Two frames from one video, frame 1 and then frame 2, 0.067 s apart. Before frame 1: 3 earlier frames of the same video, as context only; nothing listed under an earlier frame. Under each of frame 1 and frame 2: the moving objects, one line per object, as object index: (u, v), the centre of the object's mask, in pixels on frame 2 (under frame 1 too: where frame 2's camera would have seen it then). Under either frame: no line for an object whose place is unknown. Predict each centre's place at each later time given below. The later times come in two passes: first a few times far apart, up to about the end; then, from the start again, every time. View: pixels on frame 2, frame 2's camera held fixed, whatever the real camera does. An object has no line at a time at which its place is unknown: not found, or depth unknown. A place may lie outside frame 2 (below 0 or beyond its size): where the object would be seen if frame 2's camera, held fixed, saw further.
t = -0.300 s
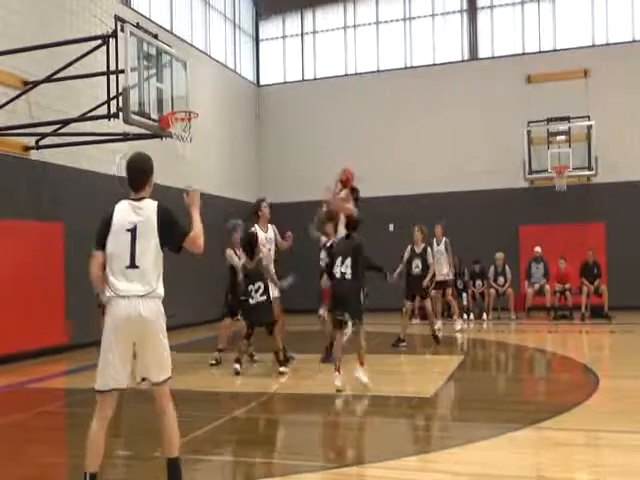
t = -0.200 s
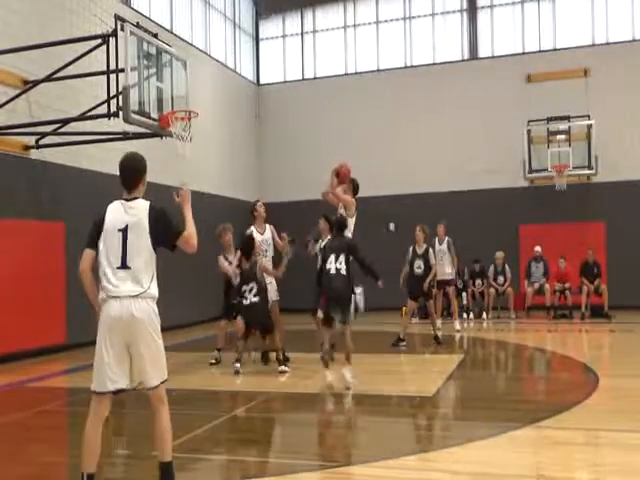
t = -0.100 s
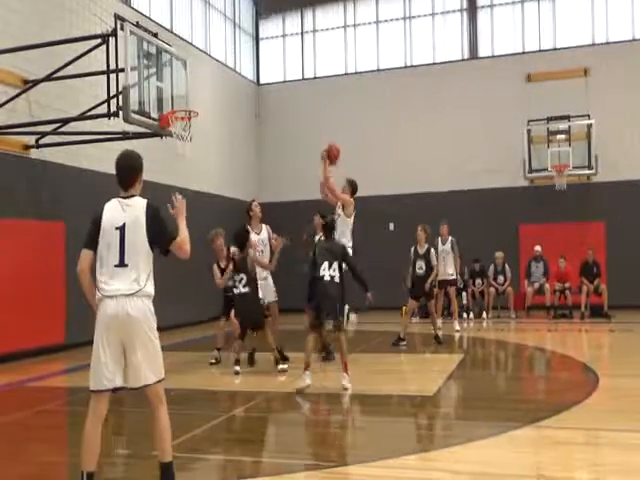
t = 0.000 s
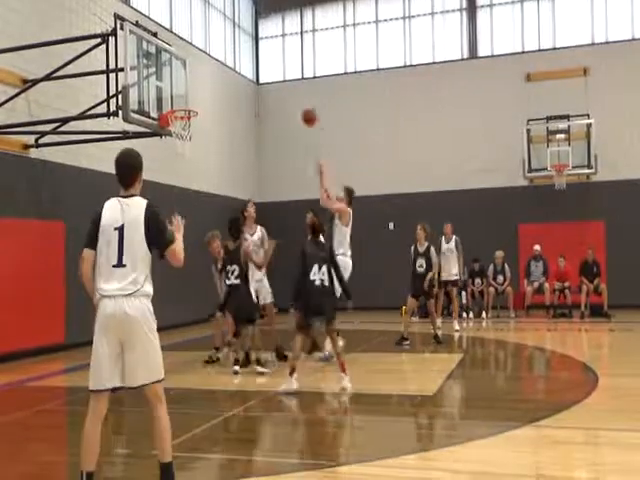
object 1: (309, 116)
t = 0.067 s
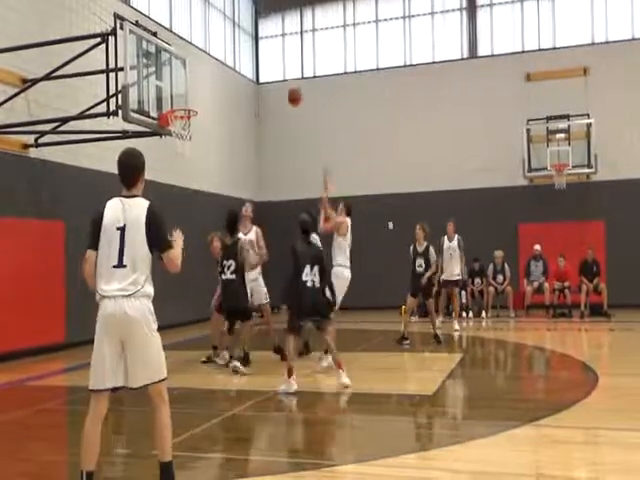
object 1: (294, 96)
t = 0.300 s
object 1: (242, 57)
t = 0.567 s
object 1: (186, 66)
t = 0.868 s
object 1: (189, 126)
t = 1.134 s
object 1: (191, 148)
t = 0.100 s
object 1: (286, 88)
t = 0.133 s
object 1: (279, 80)
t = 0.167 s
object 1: (271, 73)
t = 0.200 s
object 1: (264, 67)
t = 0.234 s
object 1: (256, 63)
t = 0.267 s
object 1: (250, 59)
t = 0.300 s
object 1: (242, 57)
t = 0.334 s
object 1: (235, 54)
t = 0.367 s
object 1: (228, 53)
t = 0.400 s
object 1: (220, 53)
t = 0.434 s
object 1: (213, 54)
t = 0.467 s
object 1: (206, 56)
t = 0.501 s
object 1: (199, 59)
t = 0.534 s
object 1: (193, 61)
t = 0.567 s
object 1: (186, 66)
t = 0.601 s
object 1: (178, 73)
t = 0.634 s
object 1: (172, 77)
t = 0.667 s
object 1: (165, 86)
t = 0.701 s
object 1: (165, 91)
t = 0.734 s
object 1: (170, 97)
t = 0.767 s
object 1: (175, 100)
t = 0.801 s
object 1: (181, 116)
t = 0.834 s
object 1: (186, 124)
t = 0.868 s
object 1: (189, 126)
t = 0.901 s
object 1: (190, 129)
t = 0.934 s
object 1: (191, 130)
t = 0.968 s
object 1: (190, 131)
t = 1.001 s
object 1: (192, 136)
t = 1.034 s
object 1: (193, 140)
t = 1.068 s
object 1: (192, 140)
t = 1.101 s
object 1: (191, 143)
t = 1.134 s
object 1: (191, 148)
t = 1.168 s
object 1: (190, 152)
